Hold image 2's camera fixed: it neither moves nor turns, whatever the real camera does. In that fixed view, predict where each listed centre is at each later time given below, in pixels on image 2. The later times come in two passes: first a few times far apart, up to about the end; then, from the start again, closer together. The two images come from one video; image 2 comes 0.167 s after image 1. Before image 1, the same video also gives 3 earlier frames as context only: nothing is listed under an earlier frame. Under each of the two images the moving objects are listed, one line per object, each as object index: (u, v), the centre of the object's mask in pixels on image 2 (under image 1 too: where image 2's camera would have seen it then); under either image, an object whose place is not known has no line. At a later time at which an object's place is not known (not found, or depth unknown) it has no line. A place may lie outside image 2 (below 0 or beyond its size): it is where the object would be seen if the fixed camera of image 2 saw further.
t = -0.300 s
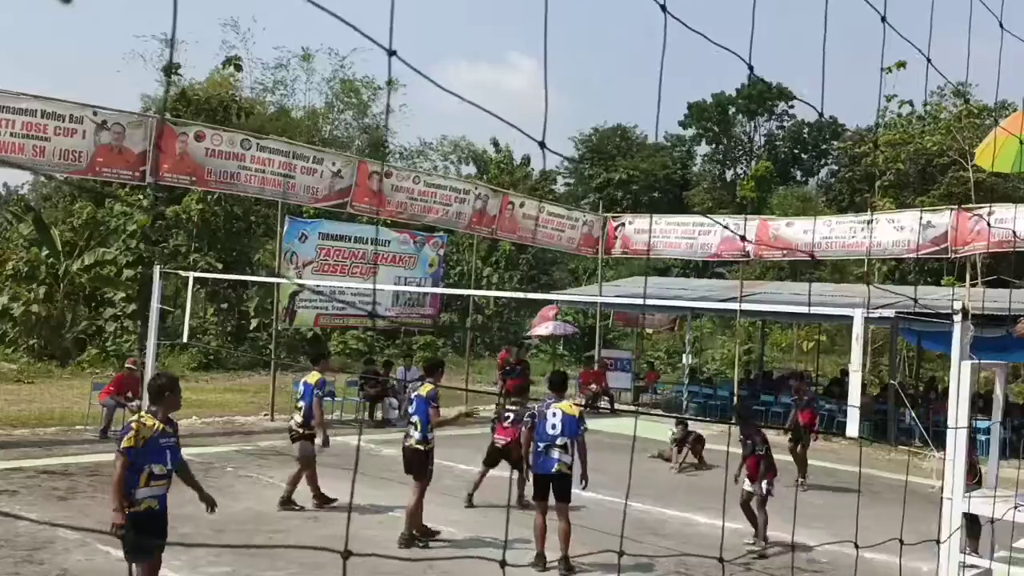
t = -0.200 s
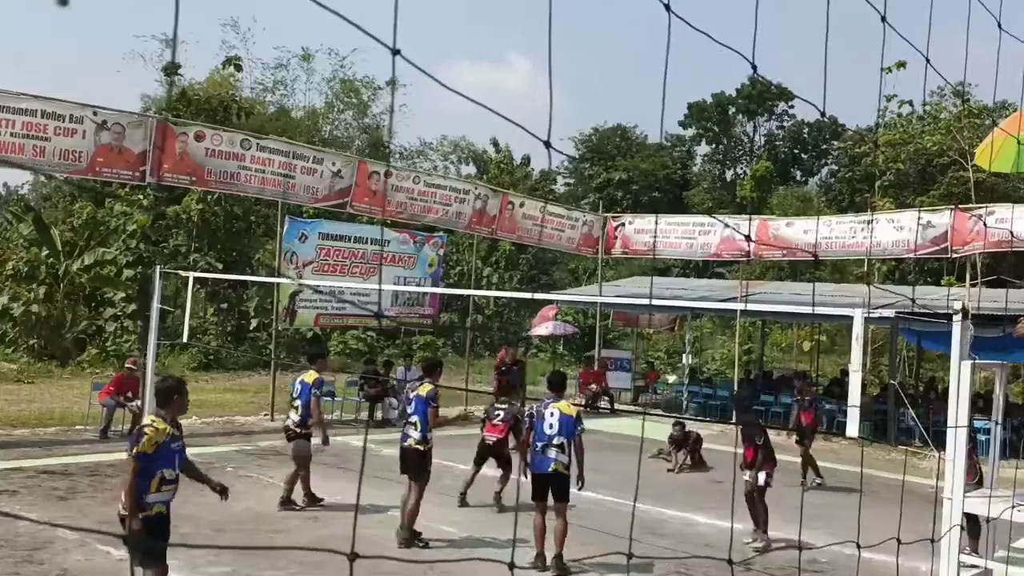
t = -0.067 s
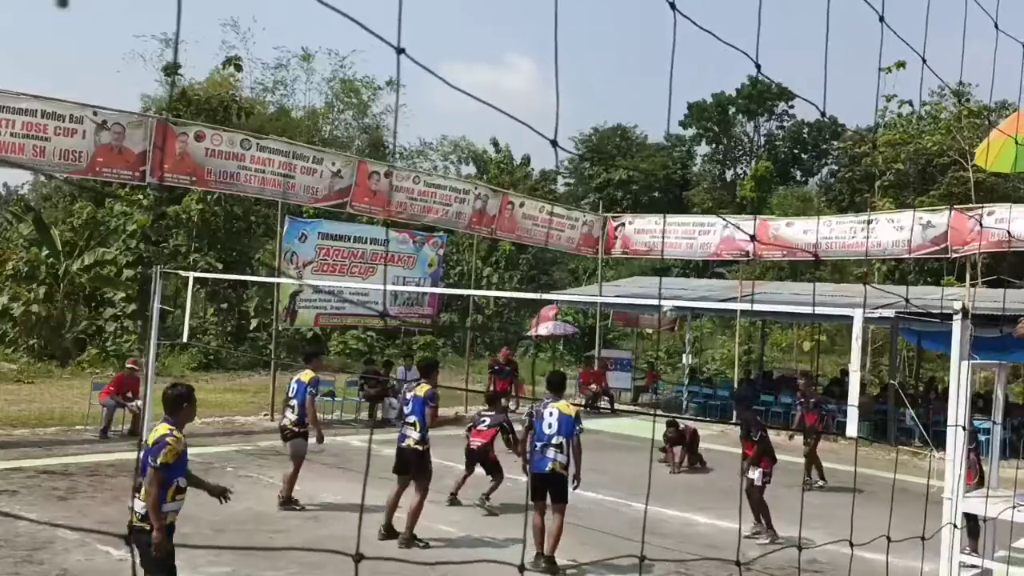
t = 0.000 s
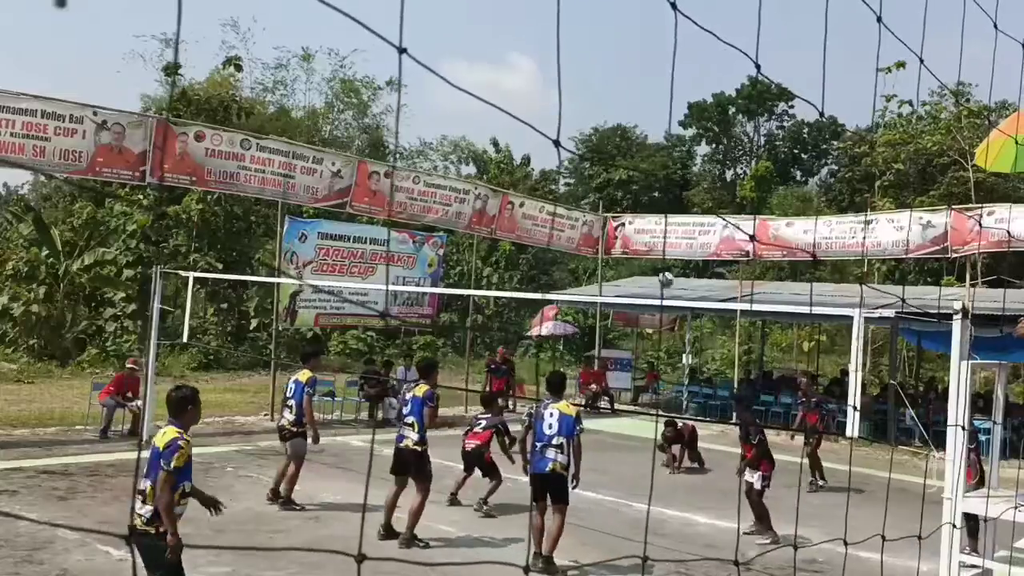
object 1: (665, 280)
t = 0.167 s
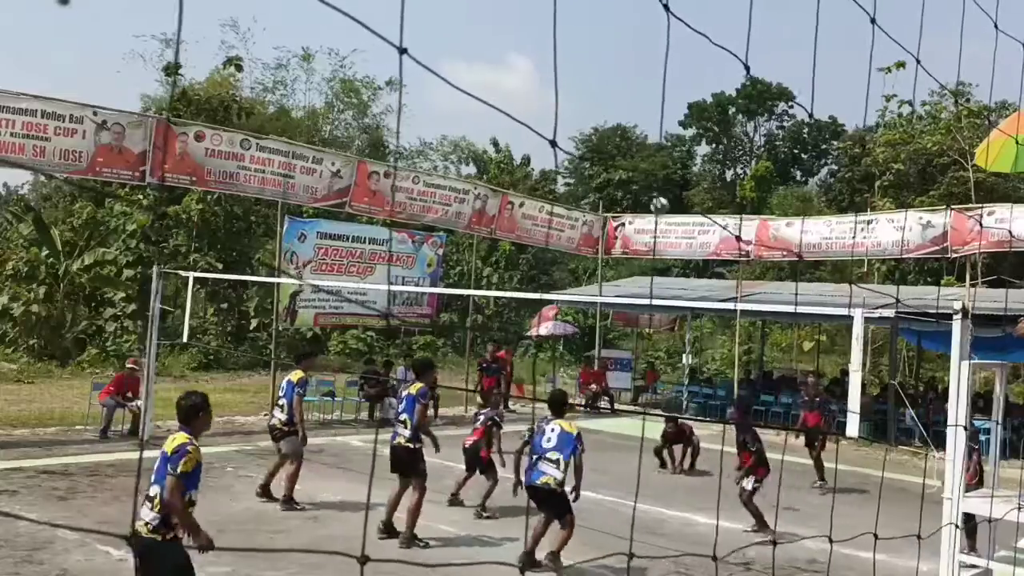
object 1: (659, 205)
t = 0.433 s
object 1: (647, 113)
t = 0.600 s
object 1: (633, 75)
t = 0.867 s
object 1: (605, 63)
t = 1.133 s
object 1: (556, 146)
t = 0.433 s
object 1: (647, 113)
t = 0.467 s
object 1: (644, 105)
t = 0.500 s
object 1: (642, 97)
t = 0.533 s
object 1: (640, 88)
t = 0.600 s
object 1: (633, 75)
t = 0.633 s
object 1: (631, 70)
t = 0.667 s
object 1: (628, 65)
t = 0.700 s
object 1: (625, 62)
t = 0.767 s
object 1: (618, 60)
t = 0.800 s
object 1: (613, 60)
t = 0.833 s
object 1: (609, 61)
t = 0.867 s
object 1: (605, 63)
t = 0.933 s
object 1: (595, 74)
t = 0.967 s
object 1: (590, 81)
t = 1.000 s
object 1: (583, 89)
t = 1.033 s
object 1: (577, 100)
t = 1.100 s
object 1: (562, 129)
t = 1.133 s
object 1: (556, 146)
